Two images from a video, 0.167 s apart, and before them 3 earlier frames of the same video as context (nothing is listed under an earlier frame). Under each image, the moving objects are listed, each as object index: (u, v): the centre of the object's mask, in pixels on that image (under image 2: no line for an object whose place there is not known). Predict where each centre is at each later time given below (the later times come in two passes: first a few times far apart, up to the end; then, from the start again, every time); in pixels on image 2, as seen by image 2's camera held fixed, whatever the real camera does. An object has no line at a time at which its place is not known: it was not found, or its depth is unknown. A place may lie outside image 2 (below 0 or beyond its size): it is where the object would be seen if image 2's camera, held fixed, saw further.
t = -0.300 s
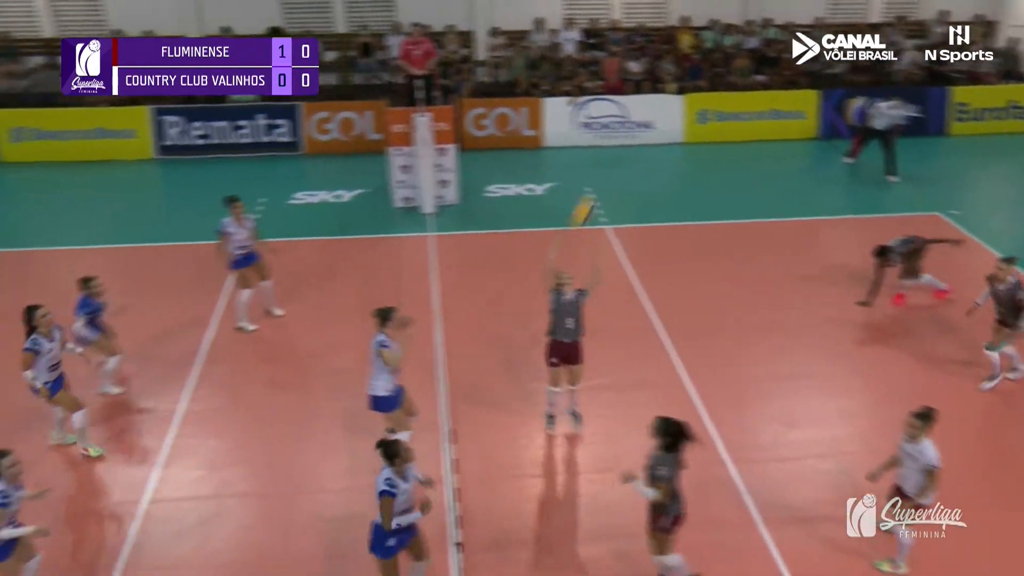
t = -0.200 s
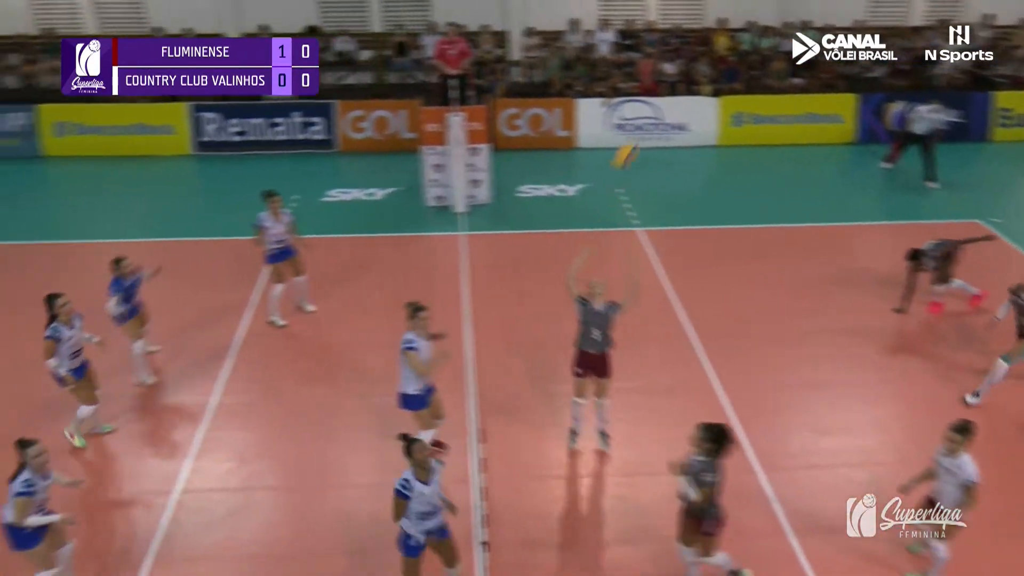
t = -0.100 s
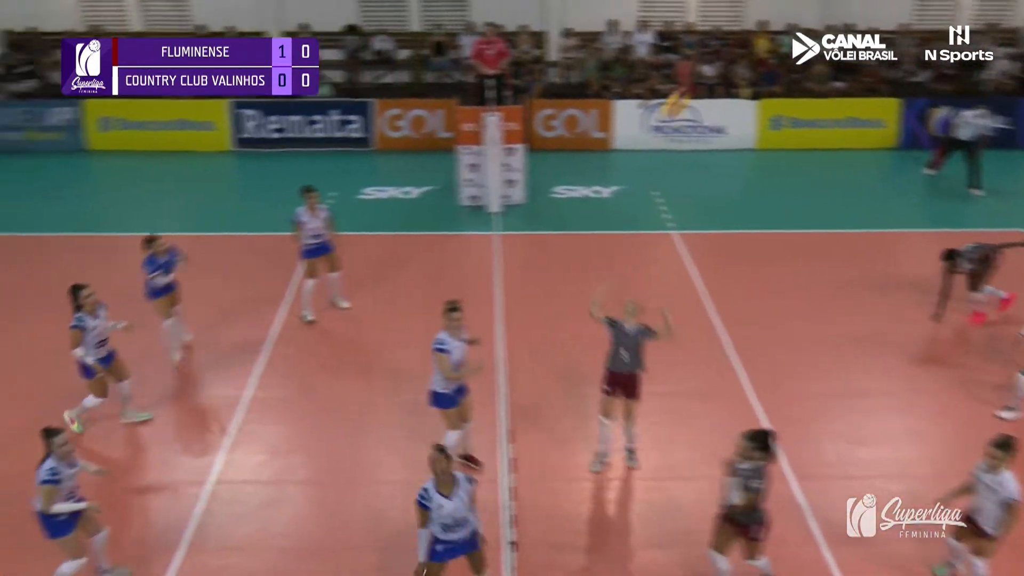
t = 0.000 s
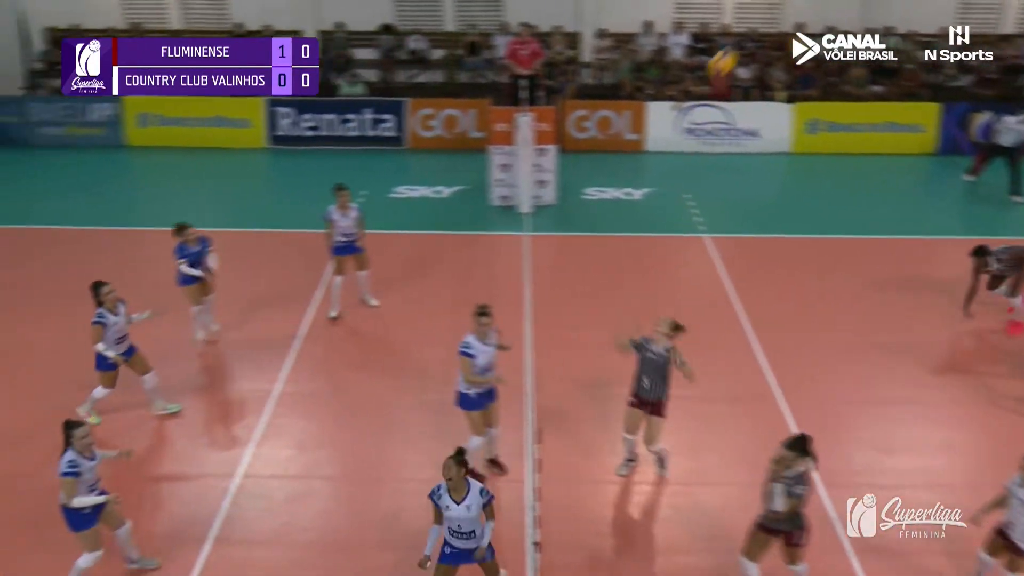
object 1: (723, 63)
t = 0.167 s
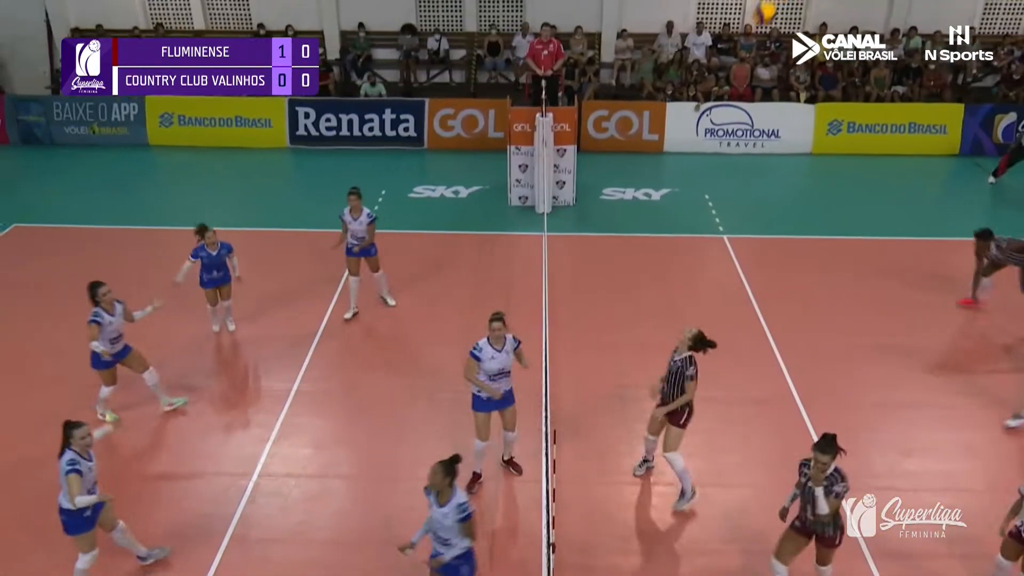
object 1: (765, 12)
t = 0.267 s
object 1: (775, 4)
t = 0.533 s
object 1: (794, 9)
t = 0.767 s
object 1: (798, 76)
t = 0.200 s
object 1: (767, 8)
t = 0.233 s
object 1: (770, 6)
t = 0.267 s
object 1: (775, 4)
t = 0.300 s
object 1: (778, 3)
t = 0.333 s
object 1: (780, 3)
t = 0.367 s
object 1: (782, 2)
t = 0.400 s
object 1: (785, 3)
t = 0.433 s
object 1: (788, 4)
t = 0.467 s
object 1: (791, 5)
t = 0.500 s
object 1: (793, 7)
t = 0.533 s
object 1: (794, 9)
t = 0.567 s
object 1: (796, 14)
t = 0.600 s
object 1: (796, 23)
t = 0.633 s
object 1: (797, 32)
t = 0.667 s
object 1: (798, 42)
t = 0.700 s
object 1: (798, 52)
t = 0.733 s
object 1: (798, 63)
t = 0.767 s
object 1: (798, 76)
